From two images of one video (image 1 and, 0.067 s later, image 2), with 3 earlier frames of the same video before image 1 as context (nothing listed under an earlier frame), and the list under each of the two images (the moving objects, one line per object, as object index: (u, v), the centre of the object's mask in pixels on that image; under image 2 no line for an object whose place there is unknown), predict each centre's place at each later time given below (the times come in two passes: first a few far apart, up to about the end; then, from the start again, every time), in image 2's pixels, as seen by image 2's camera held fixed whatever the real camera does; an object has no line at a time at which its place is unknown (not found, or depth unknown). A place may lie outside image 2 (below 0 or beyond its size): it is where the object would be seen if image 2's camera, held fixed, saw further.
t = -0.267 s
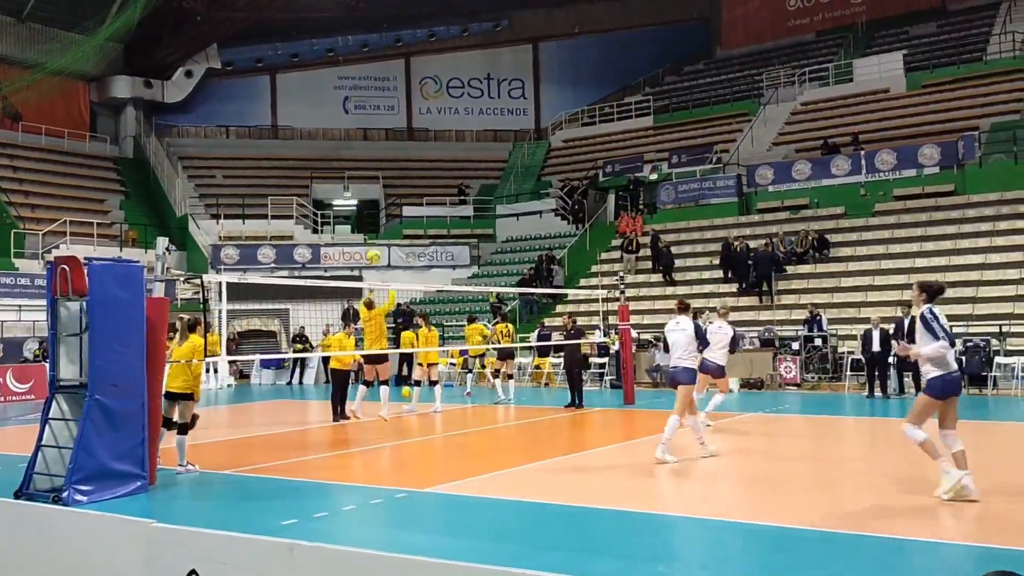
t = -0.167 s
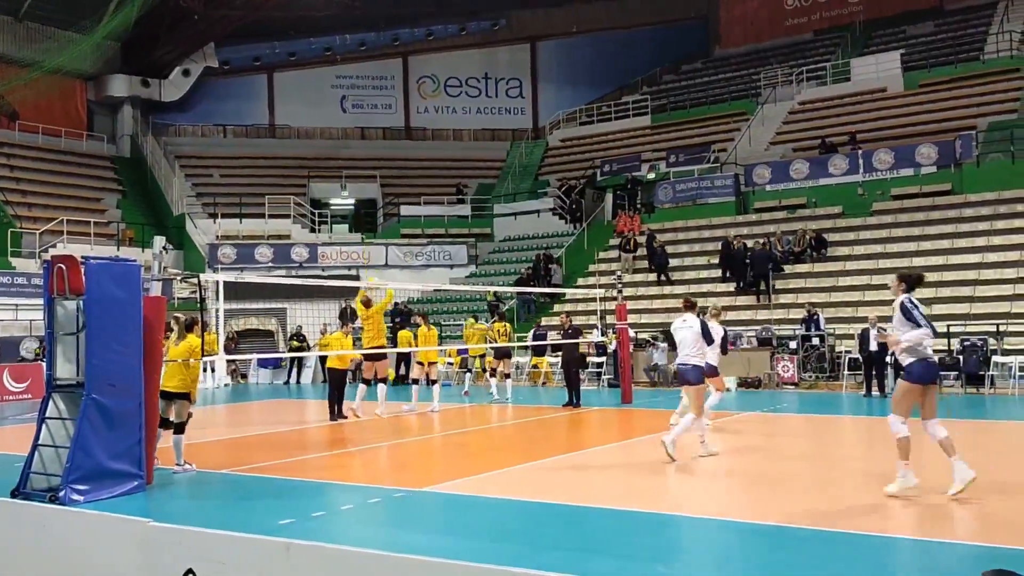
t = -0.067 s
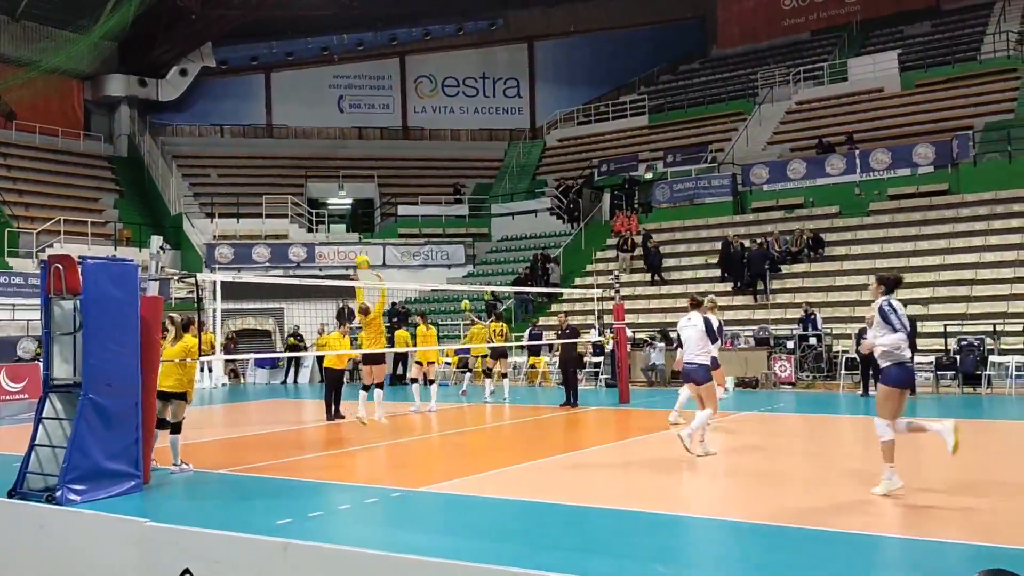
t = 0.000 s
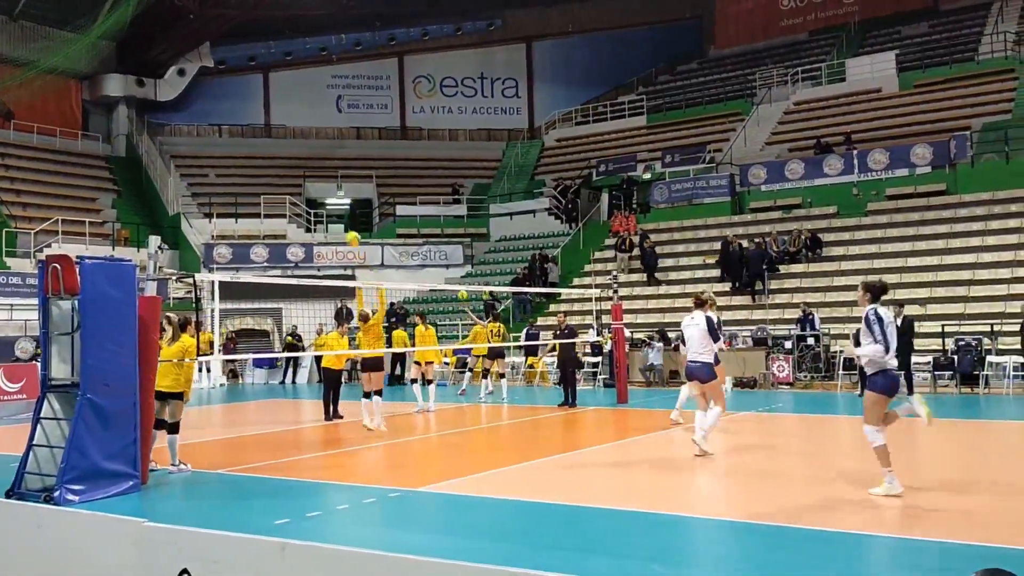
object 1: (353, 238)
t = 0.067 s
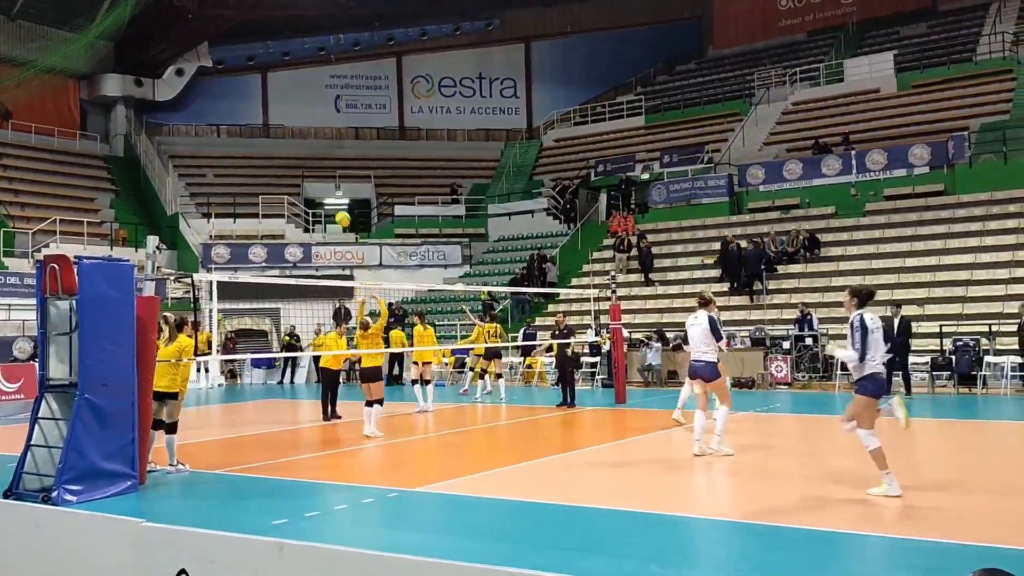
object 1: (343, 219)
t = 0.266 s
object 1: (318, 175)
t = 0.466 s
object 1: (292, 157)
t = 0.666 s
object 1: (266, 165)
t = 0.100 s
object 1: (339, 211)
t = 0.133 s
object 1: (334, 201)
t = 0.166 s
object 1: (330, 193)
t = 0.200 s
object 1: (327, 188)
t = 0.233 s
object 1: (322, 180)
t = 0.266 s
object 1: (318, 175)
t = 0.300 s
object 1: (314, 170)
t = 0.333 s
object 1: (309, 166)
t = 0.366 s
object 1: (305, 163)
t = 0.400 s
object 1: (301, 160)
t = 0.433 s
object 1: (297, 158)
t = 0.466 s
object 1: (292, 157)
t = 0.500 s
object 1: (288, 156)
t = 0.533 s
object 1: (284, 156)
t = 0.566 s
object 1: (279, 157)
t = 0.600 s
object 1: (275, 159)
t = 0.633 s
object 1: (270, 162)
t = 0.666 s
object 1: (266, 165)
